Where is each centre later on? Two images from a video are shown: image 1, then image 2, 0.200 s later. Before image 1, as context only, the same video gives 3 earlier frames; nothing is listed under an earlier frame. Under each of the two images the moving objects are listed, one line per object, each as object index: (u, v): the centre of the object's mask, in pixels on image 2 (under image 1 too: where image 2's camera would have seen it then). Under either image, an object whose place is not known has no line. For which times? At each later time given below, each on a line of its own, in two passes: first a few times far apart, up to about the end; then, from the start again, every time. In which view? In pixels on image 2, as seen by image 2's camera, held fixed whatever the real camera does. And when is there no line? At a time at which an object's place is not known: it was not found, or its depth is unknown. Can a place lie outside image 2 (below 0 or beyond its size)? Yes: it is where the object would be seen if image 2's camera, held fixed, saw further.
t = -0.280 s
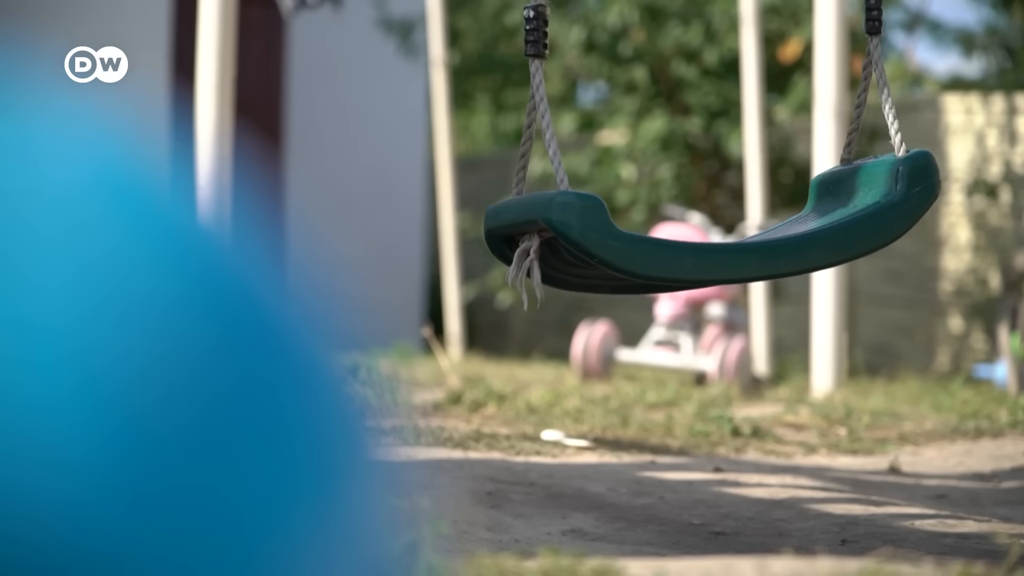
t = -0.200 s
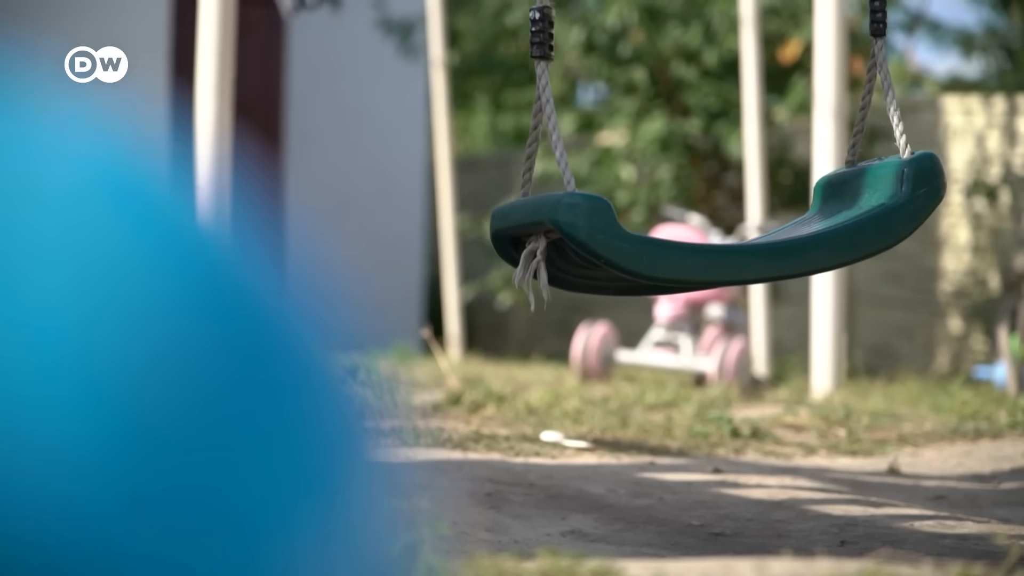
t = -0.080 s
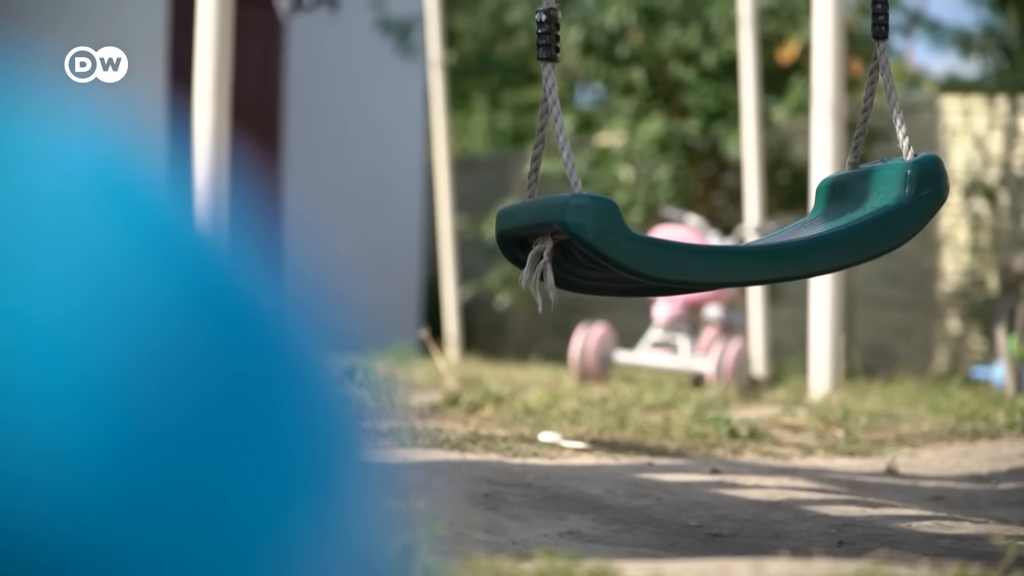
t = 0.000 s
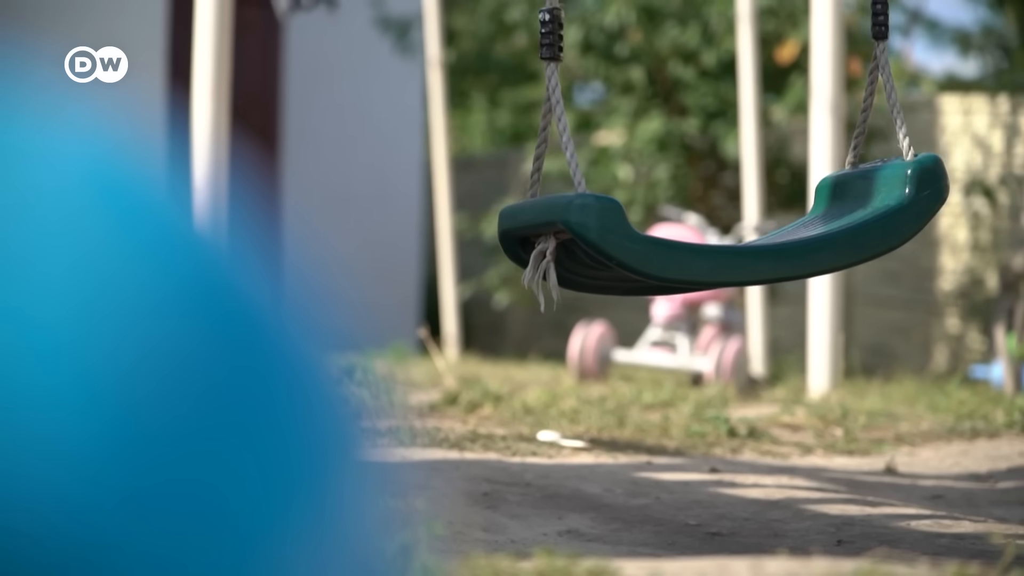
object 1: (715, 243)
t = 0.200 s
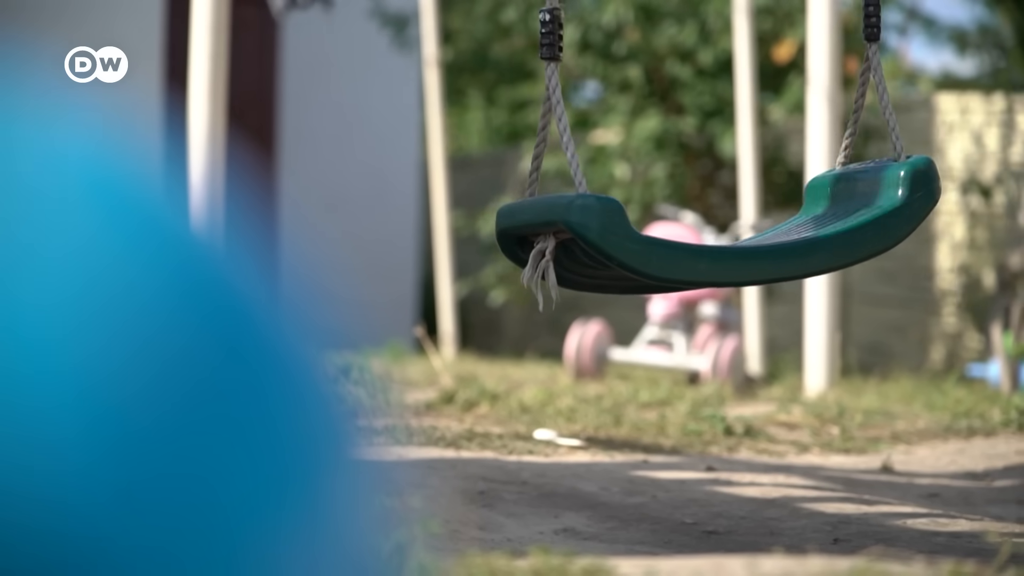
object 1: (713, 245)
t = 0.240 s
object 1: (714, 245)
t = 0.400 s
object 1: (715, 244)
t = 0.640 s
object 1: (696, 243)
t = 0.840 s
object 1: (676, 244)
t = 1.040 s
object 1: (660, 245)
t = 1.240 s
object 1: (652, 245)
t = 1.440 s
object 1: (652, 245)
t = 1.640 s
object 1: (662, 244)
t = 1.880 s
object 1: (664, 244)
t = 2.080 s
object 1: (677, 243)
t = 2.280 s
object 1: (687, 243)
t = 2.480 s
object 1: (686, 244)
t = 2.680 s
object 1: (685, 245)
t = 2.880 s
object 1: (697, 244)
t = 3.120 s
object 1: (679, 246)
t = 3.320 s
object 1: (665, 246)
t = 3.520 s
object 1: (660, 245)
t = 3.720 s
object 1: (648, 246)
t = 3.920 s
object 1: (647, 245)
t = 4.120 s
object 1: (656, 245)
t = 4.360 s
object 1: (678, 242)
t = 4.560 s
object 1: (682, 244)
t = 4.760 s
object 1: (695, 243)
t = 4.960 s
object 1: (708, 244)
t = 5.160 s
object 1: (706, 245)
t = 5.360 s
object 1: (705, 247)
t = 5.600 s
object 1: (705, 247)
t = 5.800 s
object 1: (691, 247)
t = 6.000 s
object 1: (678, 245)
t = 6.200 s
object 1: (671, 242)
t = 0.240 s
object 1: (714, 245)
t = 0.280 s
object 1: (715, 246)
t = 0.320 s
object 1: (720, 245)
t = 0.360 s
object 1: (720, 244)
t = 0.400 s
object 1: (715, 244)
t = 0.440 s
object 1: (713, 244)
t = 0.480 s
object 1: (708, 244)
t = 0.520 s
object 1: (705, 244)
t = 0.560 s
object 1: (699, 244)
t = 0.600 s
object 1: (696, 244)
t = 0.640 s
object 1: (696, 243)
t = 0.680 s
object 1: (696, 242)
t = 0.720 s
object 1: (685, 245)
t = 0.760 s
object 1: (682, 244)
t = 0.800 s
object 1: (681, 243)
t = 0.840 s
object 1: (676, 244)
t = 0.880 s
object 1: (672, 245)
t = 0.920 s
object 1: (672, 244)
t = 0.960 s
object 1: (669, 244)
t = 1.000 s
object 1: (662, 245)
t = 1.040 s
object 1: (660, 245)
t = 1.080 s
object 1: (659, 244)
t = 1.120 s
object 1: (656, 244)
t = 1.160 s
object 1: (656, 244)
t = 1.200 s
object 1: (656, 244)
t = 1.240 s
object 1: (652, 245)
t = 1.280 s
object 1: (650, 245)
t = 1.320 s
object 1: (650, 245)
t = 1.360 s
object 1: (650, 245)
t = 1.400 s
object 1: (650, 245)
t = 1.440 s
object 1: (652, 245)
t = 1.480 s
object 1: (649, 246)
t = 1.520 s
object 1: (649, 246)
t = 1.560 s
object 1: (650, 246)
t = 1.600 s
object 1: (648, 246)
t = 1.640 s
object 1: (662, 244)
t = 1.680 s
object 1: (657, 245)
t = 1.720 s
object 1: (662, 244)
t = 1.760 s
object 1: (662, 244)
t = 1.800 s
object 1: (656, 244)
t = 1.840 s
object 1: (657, 244)
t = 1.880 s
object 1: (664, 244)
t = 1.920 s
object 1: (658, 243)
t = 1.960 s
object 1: (664, 243)
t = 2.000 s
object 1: (667, 243)
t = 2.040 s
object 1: (675, 243)
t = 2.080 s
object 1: (677, 243)
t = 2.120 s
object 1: (672, 242)
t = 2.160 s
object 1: (672, 242)
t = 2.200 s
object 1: (683, 242)
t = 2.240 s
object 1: (686, 242)
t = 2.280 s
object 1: (687, 243)
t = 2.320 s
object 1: (685, 243)
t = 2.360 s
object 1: (696, 243)
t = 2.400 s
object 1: (698, 243)
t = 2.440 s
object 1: (697, 243)
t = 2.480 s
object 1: (686, 244)
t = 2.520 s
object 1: (685, 244)
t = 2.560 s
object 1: (684, 244)
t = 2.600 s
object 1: (689, 245)
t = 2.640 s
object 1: (686, 245)
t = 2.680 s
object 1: (685, 245)
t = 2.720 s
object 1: (700, 244)
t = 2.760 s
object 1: (699, 244)
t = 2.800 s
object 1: (699, 244)
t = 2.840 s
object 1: (698, 244)
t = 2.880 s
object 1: (697, 244)
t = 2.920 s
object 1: (700, 242)
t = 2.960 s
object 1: (693, 244)
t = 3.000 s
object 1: (691, 244)
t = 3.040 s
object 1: (688, 245)
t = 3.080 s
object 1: (683, 245)
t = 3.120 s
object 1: (679, 246)
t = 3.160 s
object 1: (678, 246)
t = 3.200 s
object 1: (673, 246)
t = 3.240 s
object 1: (675, 245)
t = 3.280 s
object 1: (673, 245)
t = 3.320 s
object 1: (665, 246)
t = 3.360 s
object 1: (663, 246)
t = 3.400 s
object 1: (661, 246)
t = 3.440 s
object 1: (660, 245)
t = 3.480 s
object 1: (659, 245)
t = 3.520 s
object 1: (660, 245)
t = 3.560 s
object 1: (651, 246)
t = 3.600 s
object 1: (651, 246)
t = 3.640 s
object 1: (651, 246)
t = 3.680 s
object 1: (650, 246)
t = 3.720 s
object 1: (648, 246)
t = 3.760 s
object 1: (647, 246)
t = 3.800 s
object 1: (645, 246)
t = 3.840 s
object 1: (647, 245)
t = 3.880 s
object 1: (647, 245)
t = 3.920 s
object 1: (647, 245)
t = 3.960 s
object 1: (647, 246)
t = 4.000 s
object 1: (648, 245)
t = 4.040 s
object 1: (656, 244)
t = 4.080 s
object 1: (656, 244)
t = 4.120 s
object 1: (656, 245)
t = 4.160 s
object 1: (655, 245)
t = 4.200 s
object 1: (659, 245)
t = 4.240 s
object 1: (656, 246)
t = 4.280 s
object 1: (658, 245)
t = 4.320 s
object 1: (676, 242)
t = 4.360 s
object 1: (678, 242)
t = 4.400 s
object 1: (677, 243)
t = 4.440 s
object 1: (685, 242)
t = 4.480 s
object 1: (689, 241)
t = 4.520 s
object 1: (686, 243)
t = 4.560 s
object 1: (682, 244)
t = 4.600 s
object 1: (682, 244)
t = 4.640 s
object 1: (698, 243)
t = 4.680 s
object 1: (710, 240)
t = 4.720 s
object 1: (689, 244)
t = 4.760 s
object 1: (695, 243)
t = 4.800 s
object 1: (696, 244)
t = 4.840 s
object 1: (697, 243)
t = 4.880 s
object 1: (699, 243)
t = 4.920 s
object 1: (705, 244)
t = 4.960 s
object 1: (708, 244)
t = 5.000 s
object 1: (706, 245)
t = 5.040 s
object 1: (704, 245)
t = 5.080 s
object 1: (705, 245)
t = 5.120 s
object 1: (706, 245)
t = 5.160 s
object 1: (706, 245)
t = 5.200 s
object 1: (713, 245)
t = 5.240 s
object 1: (706, 245)
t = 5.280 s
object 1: (710, 246)
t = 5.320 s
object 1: (711, 247)
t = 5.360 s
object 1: (705, 247)
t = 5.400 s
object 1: (715, 246)
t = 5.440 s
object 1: (703, 248)
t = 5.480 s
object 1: (704, 247)
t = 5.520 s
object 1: (706, 248)
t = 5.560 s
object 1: (706, 247)
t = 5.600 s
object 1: (705, 247)
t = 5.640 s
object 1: (703, 247)
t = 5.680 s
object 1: (701, 247)
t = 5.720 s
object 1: (701, 246)
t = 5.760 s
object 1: (693, 248)
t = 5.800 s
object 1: (691, 247)
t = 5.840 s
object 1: (691, 246)
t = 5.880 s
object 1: (688, 245)
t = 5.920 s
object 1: (686, 245)
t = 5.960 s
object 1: (684, 244)
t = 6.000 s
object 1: (678, 245)
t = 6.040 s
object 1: (675, 245)
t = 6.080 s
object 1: (675, 244)
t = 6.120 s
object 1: (672, 244)
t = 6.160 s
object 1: (671, 243)
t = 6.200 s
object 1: (671, 242)
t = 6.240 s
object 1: (671, 241)
